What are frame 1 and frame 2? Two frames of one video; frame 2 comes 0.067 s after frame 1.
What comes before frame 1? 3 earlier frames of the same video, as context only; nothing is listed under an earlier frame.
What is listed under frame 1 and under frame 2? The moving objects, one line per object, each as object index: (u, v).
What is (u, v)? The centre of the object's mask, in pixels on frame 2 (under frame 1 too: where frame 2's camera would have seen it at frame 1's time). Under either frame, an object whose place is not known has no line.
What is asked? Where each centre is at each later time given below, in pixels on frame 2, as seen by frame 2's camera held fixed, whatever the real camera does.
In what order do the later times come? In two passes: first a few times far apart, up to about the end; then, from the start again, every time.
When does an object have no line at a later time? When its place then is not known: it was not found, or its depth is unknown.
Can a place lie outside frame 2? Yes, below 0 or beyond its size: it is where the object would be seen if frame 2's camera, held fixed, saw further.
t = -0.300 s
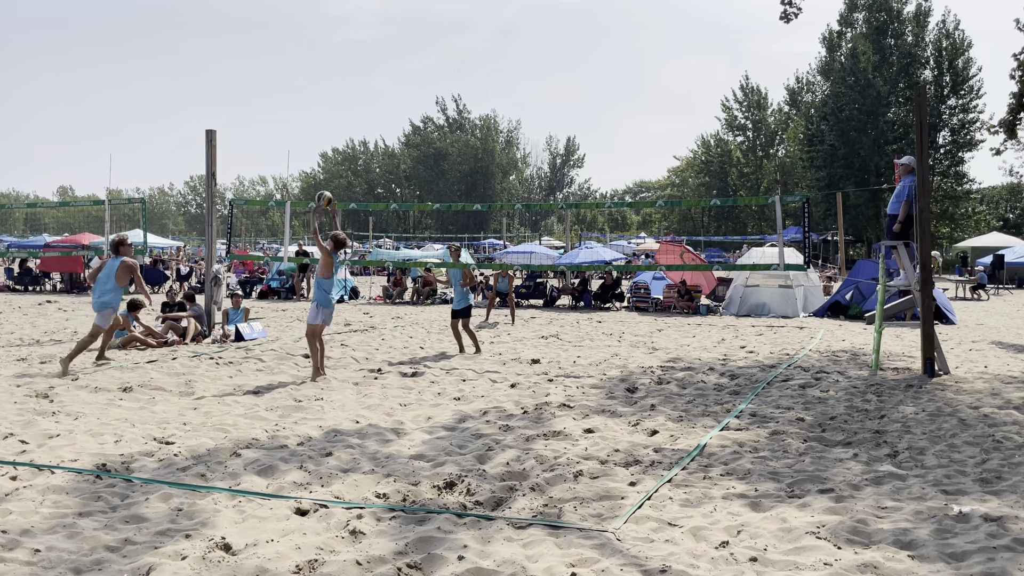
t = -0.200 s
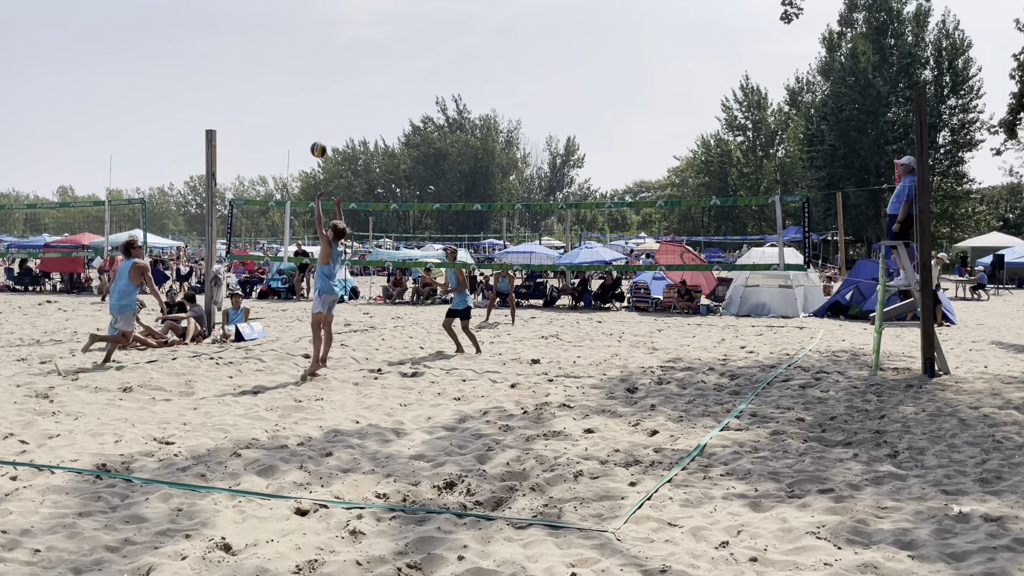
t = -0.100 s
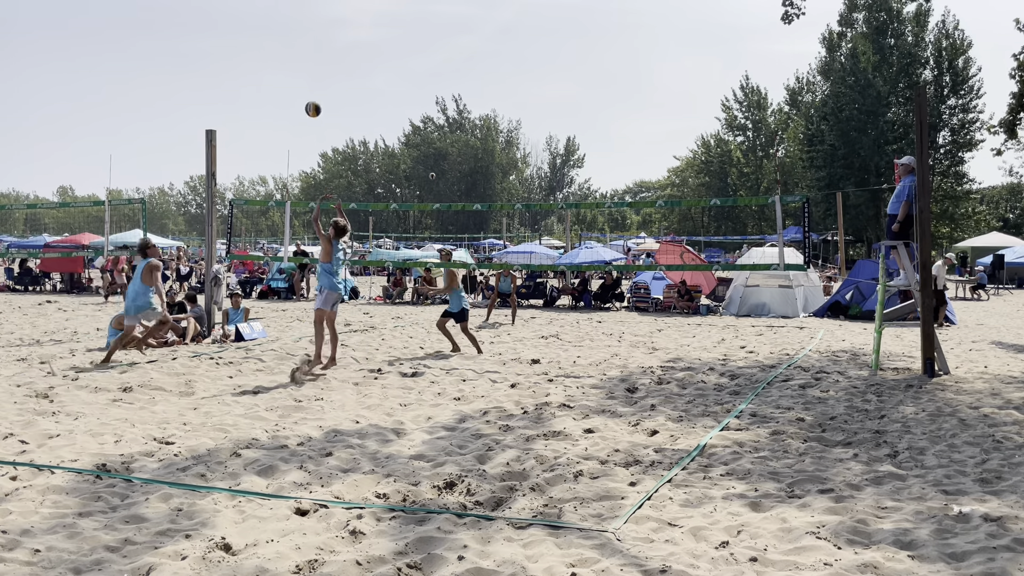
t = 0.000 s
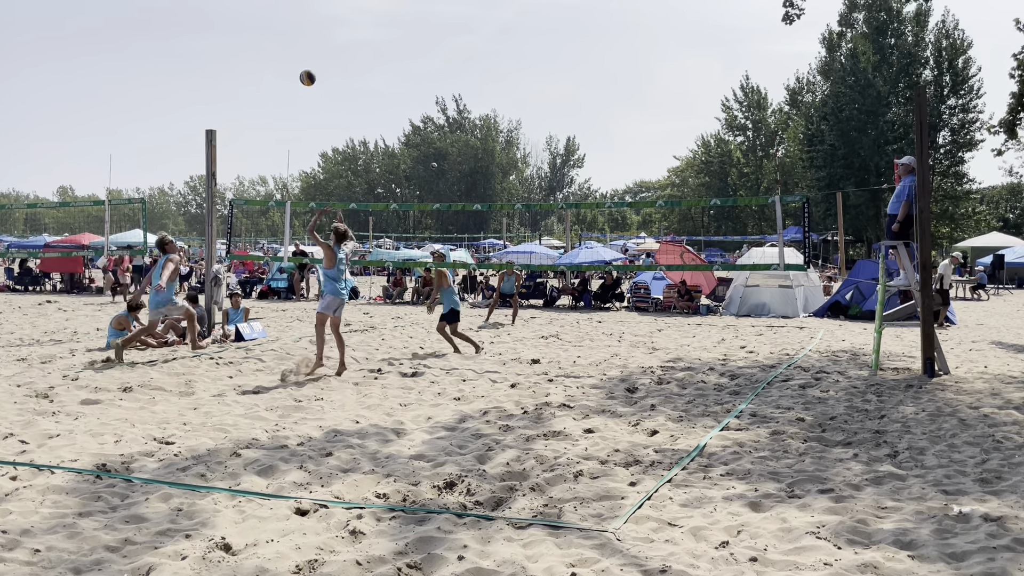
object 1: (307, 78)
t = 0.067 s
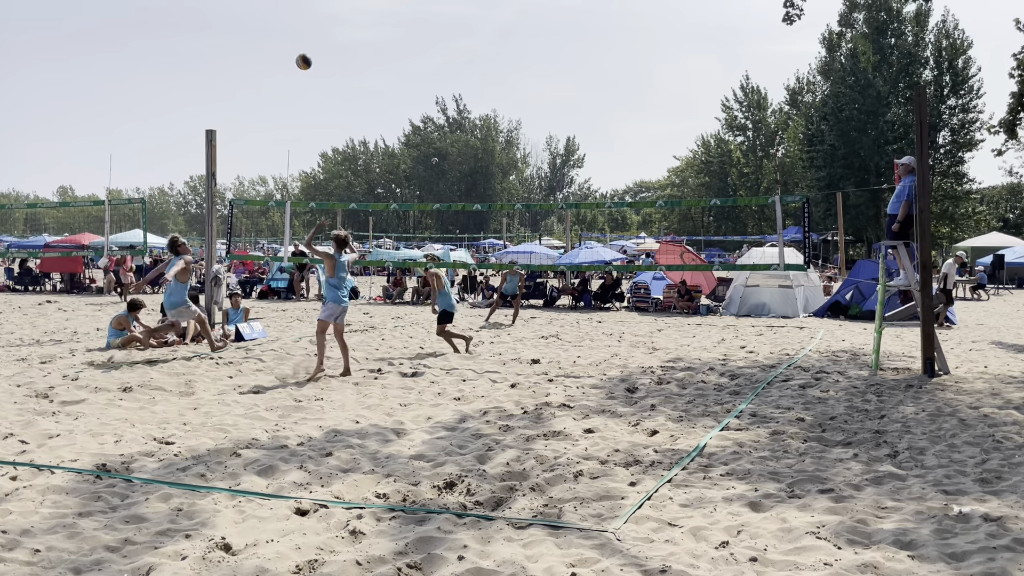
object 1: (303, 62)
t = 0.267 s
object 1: (292, 35)
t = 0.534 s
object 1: (275, 45)
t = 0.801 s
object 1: (259, 104)
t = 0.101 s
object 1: (302, 55)
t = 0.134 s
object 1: (300, 49)
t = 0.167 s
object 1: (298, 45)
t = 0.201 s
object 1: (296, 40)
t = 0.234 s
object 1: (294, 37)
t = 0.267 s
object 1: (292, 35)
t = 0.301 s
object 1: (290, 33)
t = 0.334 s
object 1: (288, 32)
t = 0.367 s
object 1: (286, 33)
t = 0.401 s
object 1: (283, 33)
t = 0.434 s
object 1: (281, 35)
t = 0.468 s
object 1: (279, 38)
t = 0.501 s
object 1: (277, 41)
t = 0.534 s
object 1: (275, 45)
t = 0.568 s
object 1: (273, 50)
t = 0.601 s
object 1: (271, 55)
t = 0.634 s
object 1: (269, 62)
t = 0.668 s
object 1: (267, 69)
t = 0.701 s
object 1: (265, 76)
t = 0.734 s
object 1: (263, 85)
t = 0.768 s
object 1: (261, 94)
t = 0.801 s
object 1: (259, 104)
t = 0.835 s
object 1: (257, 114)
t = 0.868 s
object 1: (255, 125)
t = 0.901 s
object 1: (253, 137)
